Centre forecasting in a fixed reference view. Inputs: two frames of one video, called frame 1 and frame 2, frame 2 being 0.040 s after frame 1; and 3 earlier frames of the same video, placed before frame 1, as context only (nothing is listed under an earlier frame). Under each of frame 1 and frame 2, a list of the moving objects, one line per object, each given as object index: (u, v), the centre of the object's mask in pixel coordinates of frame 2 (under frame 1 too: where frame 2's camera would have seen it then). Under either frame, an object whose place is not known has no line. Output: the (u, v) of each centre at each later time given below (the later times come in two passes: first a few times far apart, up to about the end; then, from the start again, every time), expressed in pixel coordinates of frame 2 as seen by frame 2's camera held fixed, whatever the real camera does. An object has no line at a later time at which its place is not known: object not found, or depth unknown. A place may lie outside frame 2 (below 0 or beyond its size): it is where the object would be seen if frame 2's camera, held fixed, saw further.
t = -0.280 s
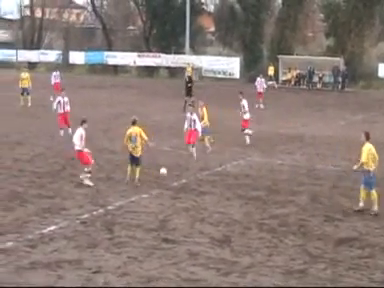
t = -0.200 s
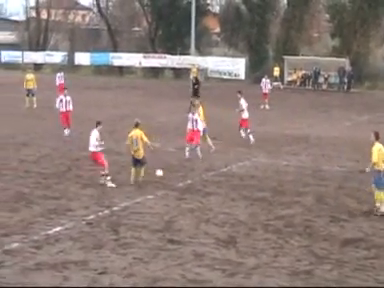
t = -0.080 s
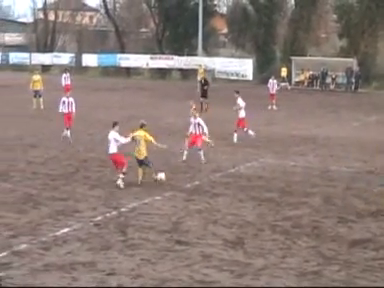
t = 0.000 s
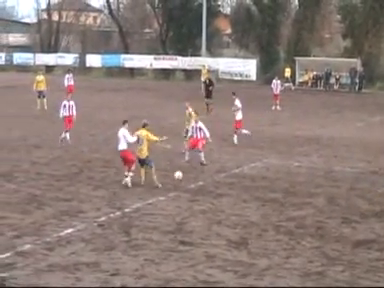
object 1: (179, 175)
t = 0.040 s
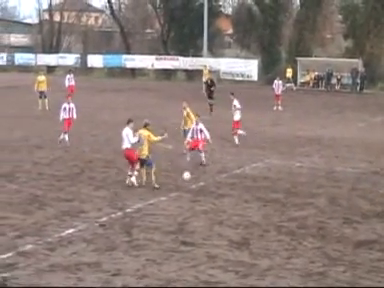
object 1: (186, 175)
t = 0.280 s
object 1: (227, 190)
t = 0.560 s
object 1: (257, 196)
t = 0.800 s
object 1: (284, 209)
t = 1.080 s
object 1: (316, 217)
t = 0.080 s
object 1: (192, 176)
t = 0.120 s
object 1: (199, 177)
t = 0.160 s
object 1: (206, 179)
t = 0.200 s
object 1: (213, 182)
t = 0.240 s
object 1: (220, 186)
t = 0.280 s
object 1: (227, 190)
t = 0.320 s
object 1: (233, 194)
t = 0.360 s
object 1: (237, 193)
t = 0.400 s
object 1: (241, 192)
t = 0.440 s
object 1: (245, 193)
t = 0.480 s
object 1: (249, 193)
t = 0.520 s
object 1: (254, 195)
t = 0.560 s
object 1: (257, 196)
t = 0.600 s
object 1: (262, 199)
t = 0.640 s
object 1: (266, 204)
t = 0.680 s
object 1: (270, 206)
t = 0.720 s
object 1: (274, 207)
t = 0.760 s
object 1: (279, 208)
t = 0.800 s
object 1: (284, 209)
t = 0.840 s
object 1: (289, 212)
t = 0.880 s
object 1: (293, 214)
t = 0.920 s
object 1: (298, 212)
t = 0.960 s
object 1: (302, 212)
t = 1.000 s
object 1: (307, 213)
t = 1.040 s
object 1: (312, 214)
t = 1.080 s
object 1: (316, 217)
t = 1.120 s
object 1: (321, 220)
